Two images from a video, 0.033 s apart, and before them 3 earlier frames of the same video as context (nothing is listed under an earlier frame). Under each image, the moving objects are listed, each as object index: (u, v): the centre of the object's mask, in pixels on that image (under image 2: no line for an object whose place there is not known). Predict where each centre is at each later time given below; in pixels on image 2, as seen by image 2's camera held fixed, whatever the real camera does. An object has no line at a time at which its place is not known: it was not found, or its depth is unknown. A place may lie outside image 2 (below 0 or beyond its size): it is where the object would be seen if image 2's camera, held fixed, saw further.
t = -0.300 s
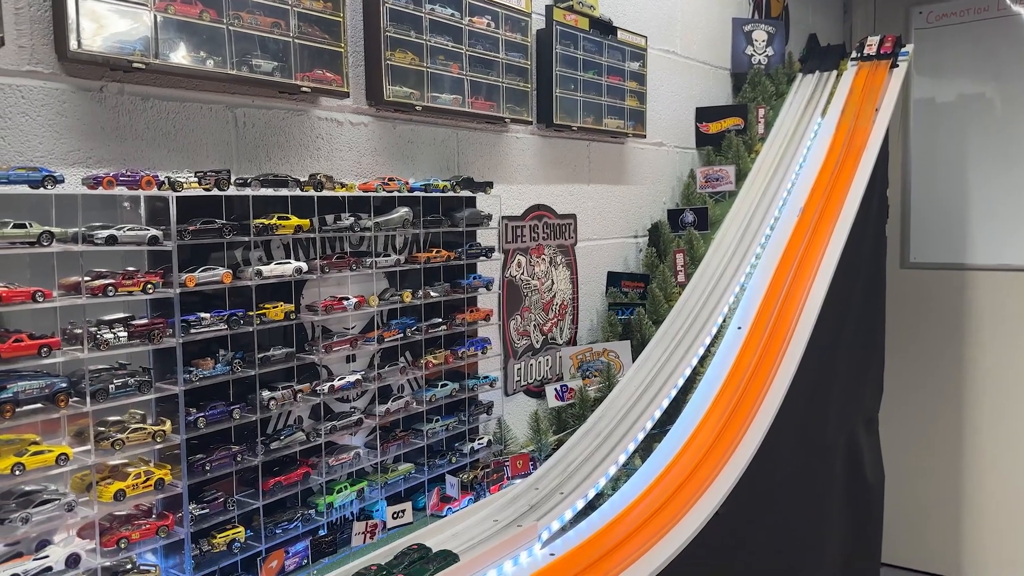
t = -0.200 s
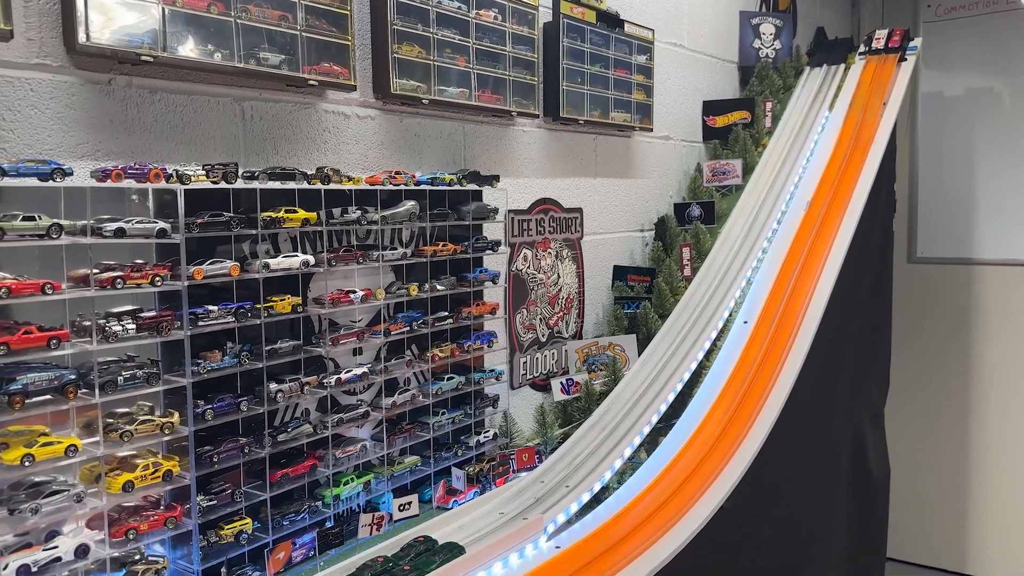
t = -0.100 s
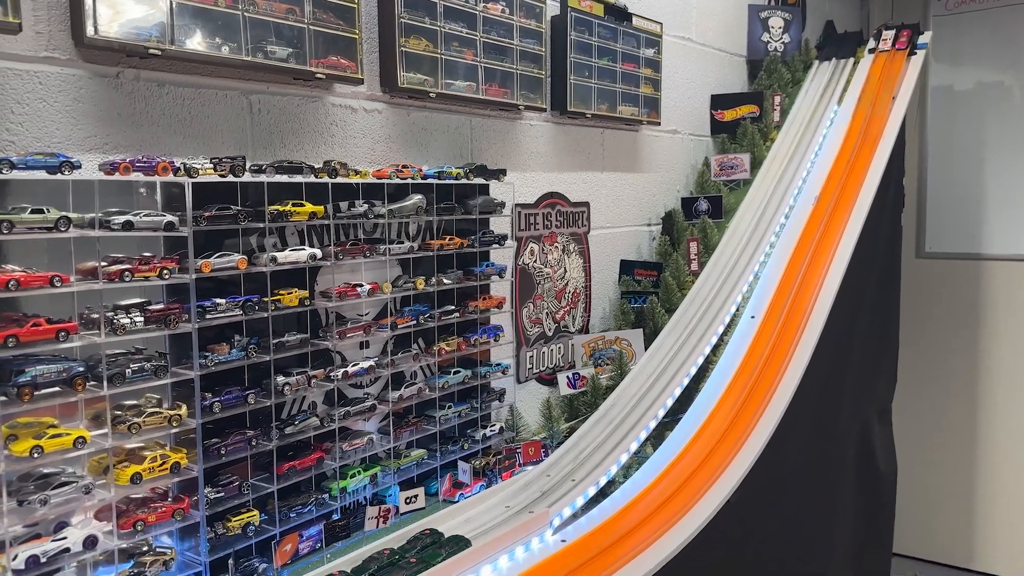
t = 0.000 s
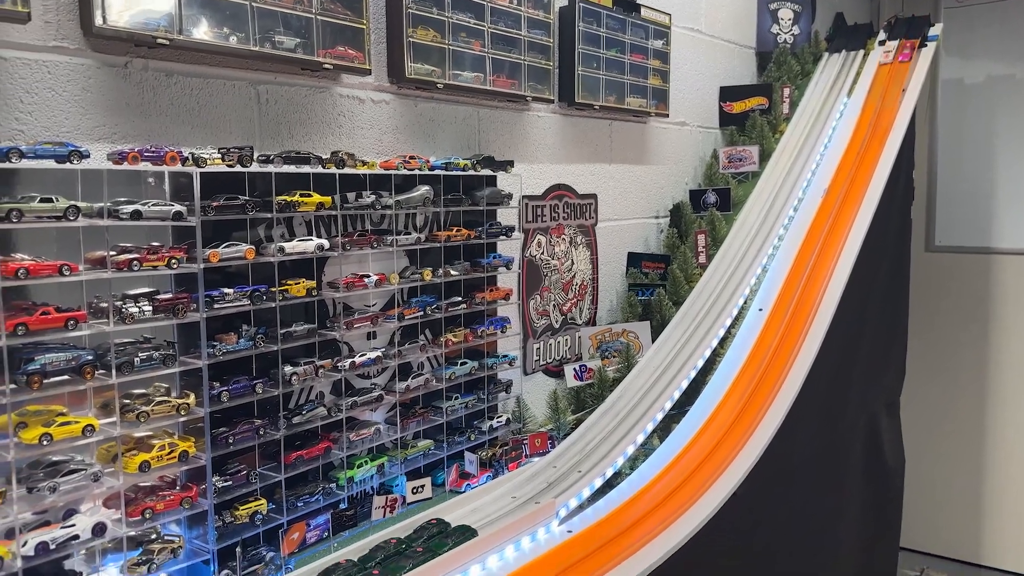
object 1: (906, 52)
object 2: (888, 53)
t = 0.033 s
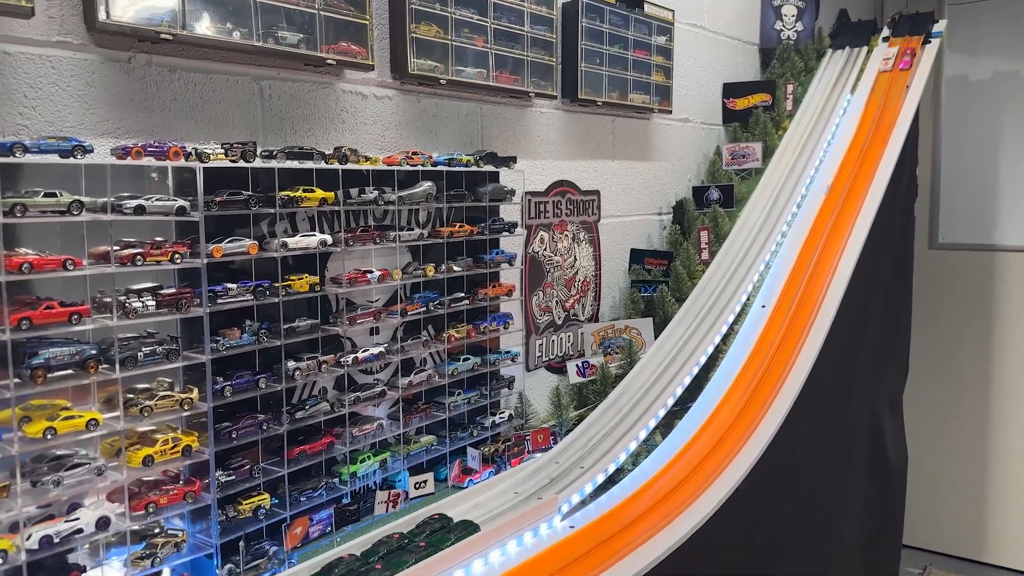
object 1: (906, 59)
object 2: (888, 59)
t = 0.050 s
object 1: (904, 65)
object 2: (886, 66)
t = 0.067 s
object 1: (902, 72)
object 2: (883, 73)
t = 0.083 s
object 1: (899, 80)
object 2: (880, 80)
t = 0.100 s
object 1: (896, 88)
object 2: (877, 87)
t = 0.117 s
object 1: (893, 97)
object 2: (874, 96)
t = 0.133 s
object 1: (889, 107)
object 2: (871, 105)
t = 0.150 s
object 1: (885, 117)
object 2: (867, 115)
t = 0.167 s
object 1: (881, 127)
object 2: (864, 125)
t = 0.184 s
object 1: (876, 138)
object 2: (859, 135)
